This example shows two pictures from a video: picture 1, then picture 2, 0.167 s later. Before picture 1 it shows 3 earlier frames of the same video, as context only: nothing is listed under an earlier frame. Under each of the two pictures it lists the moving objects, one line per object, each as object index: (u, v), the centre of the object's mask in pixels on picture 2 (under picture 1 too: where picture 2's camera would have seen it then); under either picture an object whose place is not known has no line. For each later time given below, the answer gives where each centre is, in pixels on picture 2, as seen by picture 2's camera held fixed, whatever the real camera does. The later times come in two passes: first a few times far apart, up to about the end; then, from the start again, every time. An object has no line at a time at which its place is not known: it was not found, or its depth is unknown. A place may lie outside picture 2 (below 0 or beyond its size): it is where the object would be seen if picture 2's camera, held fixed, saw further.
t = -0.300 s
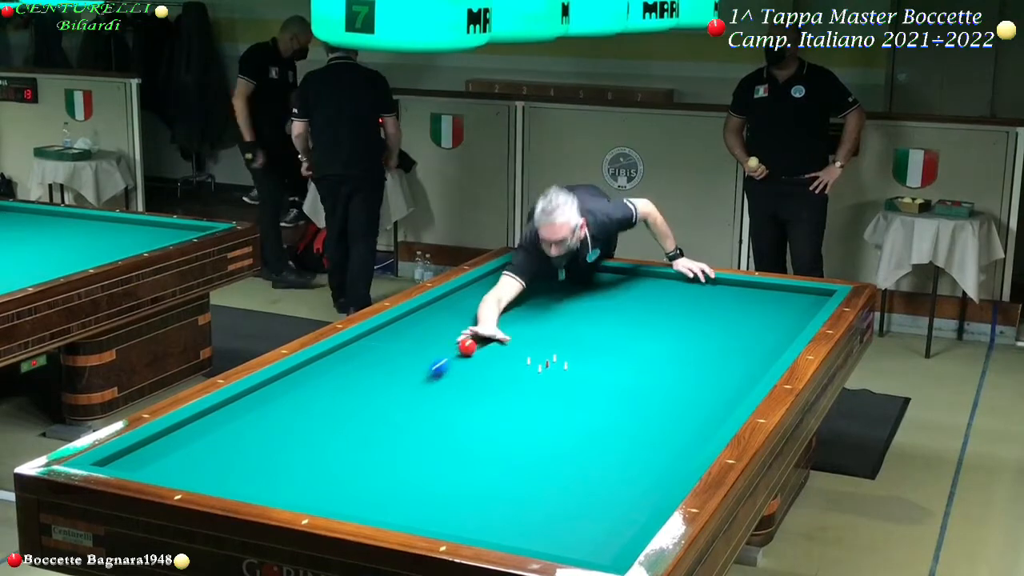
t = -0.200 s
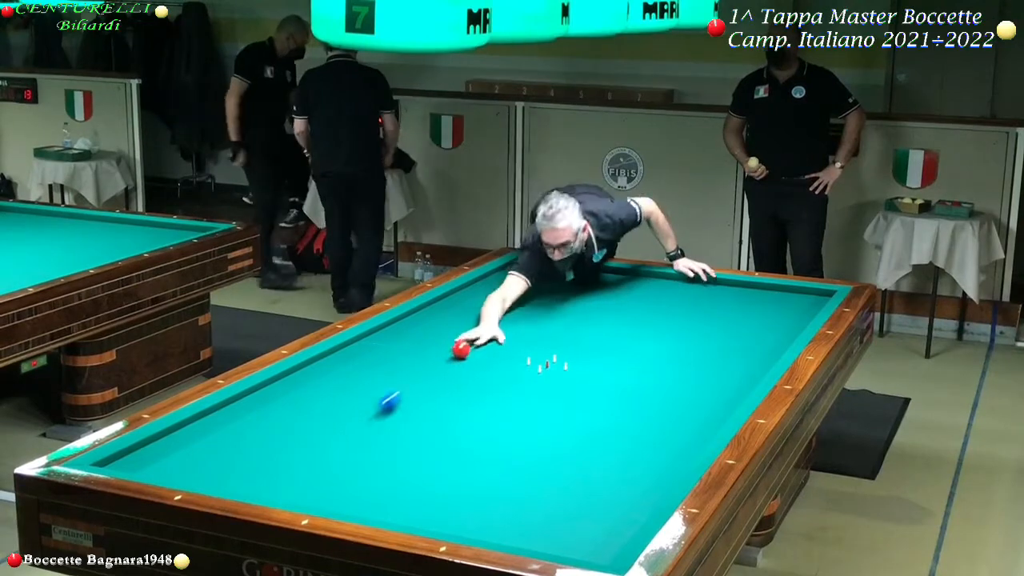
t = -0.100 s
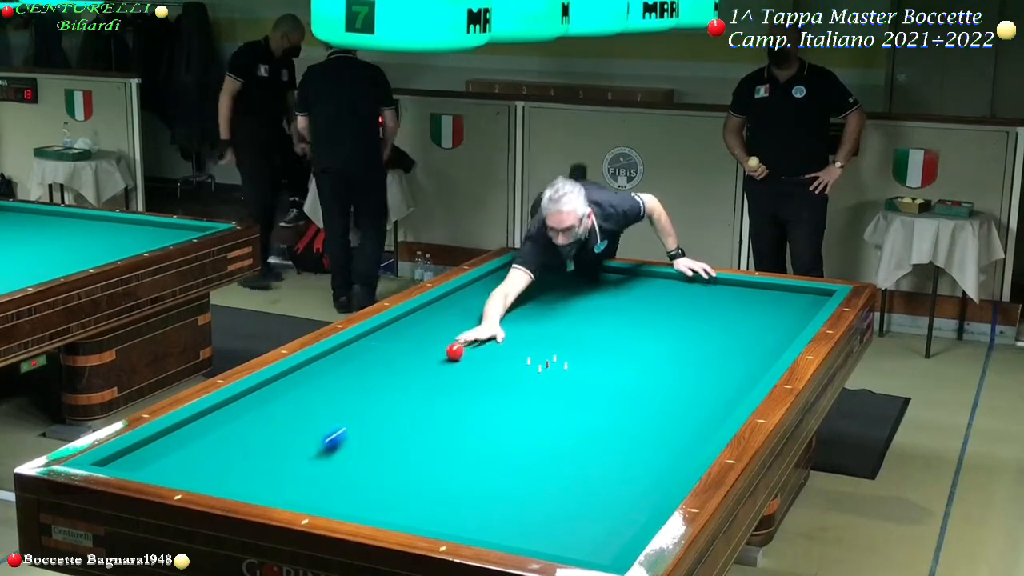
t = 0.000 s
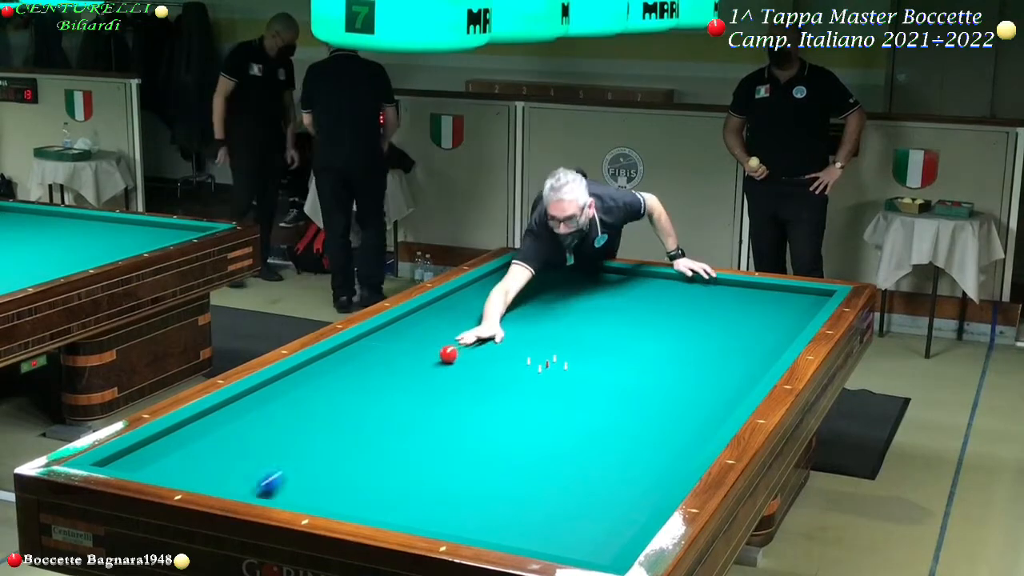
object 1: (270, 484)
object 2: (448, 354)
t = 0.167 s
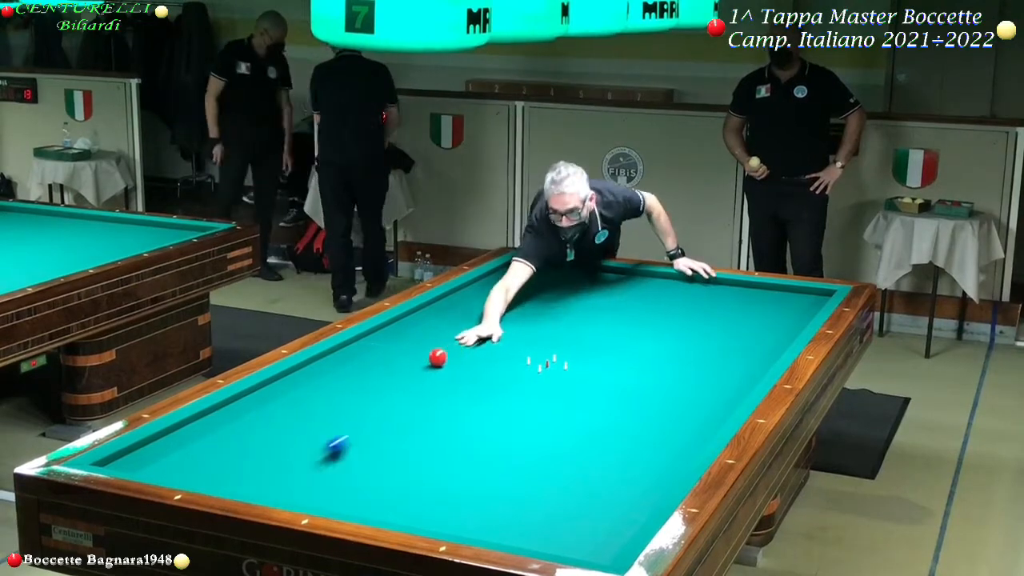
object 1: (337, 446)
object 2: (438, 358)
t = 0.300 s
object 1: (396, 412)
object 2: (429, 361)
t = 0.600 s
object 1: (491, 358)
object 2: (411, 368)
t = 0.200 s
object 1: (352, 437)
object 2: (436, 359)
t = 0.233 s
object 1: (368, 428)
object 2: (433, 360)
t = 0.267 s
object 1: (383, 420)
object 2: (431, 360)
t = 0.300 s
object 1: (396, 412)
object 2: (429, 361)
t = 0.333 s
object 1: (409, 405)
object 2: (427, 361)
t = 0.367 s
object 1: (422, 398)
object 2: (425, 362)
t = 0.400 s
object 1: (433, 392)
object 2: (423, 363)
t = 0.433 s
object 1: (444, 385)
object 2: (421, 364)
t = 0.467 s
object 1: (455, 379)
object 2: (419, 365)
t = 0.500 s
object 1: (464, 374)
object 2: (417, 365)
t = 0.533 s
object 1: (474, 368)
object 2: (415, 366)
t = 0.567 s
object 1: (483, 363)
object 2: (413, 367)
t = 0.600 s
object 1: (491, 358)
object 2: (411, 368)
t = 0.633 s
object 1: (499, 354)
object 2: (408, 368)
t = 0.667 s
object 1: (507, 349)
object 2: (406, 369)
